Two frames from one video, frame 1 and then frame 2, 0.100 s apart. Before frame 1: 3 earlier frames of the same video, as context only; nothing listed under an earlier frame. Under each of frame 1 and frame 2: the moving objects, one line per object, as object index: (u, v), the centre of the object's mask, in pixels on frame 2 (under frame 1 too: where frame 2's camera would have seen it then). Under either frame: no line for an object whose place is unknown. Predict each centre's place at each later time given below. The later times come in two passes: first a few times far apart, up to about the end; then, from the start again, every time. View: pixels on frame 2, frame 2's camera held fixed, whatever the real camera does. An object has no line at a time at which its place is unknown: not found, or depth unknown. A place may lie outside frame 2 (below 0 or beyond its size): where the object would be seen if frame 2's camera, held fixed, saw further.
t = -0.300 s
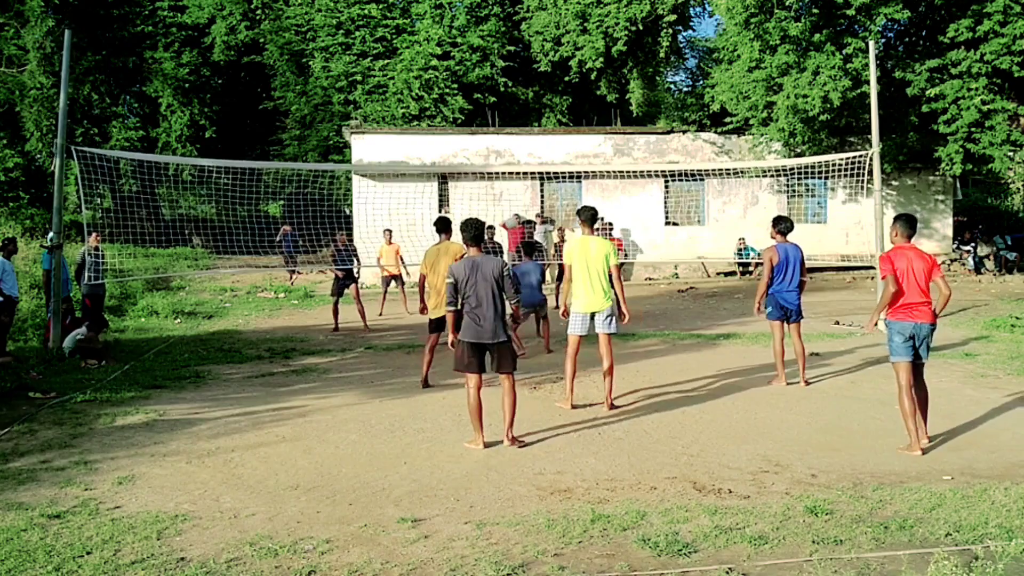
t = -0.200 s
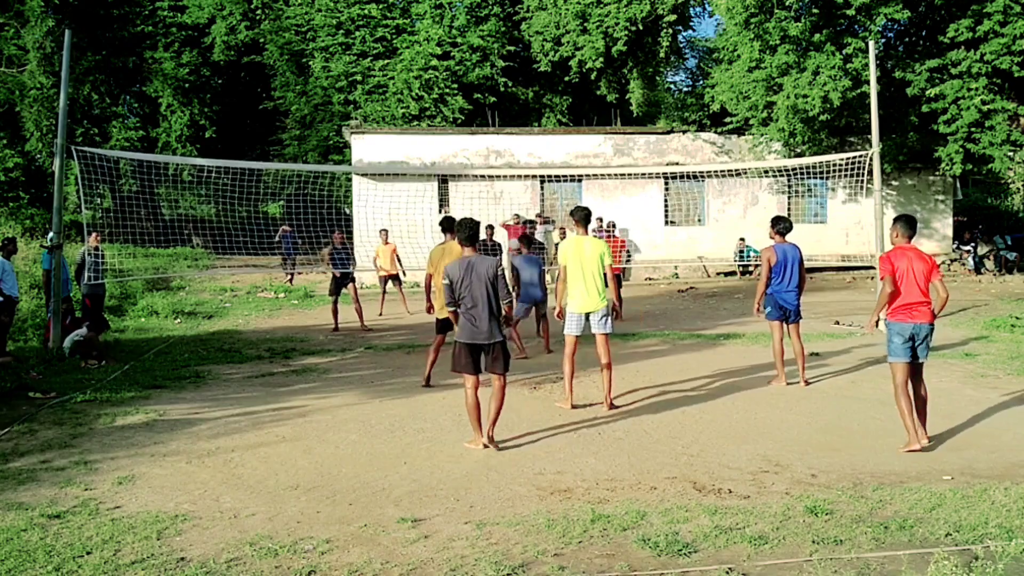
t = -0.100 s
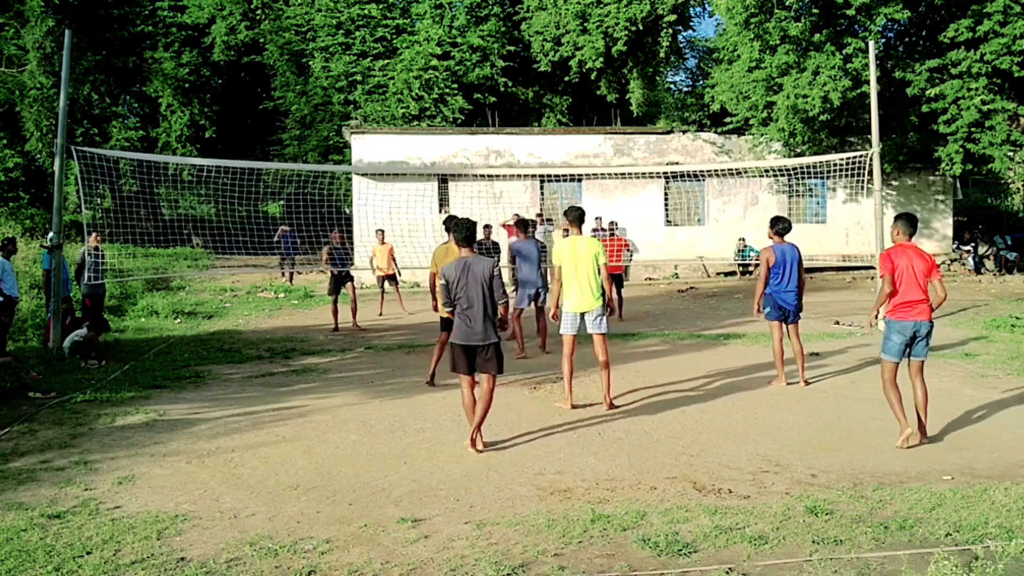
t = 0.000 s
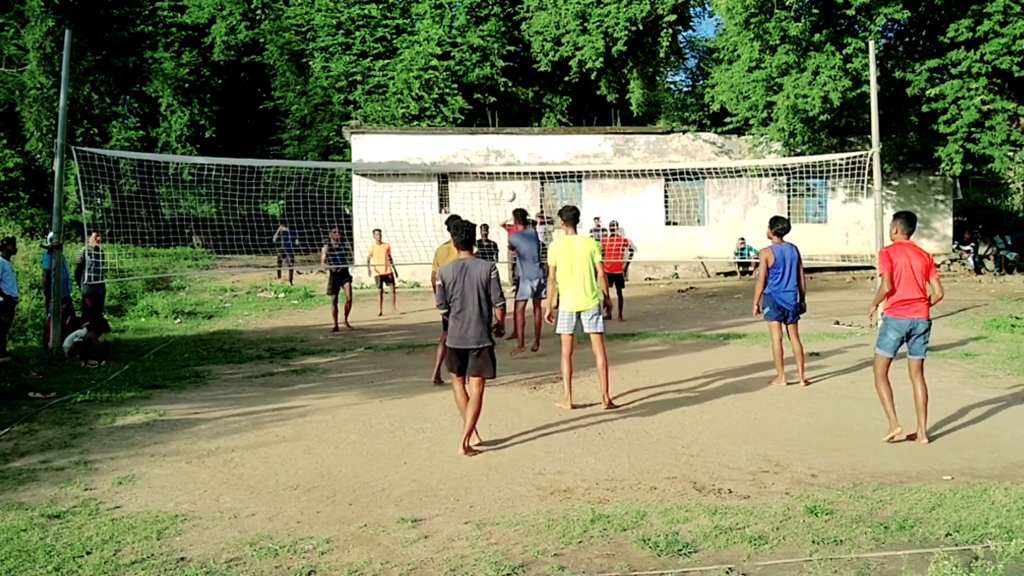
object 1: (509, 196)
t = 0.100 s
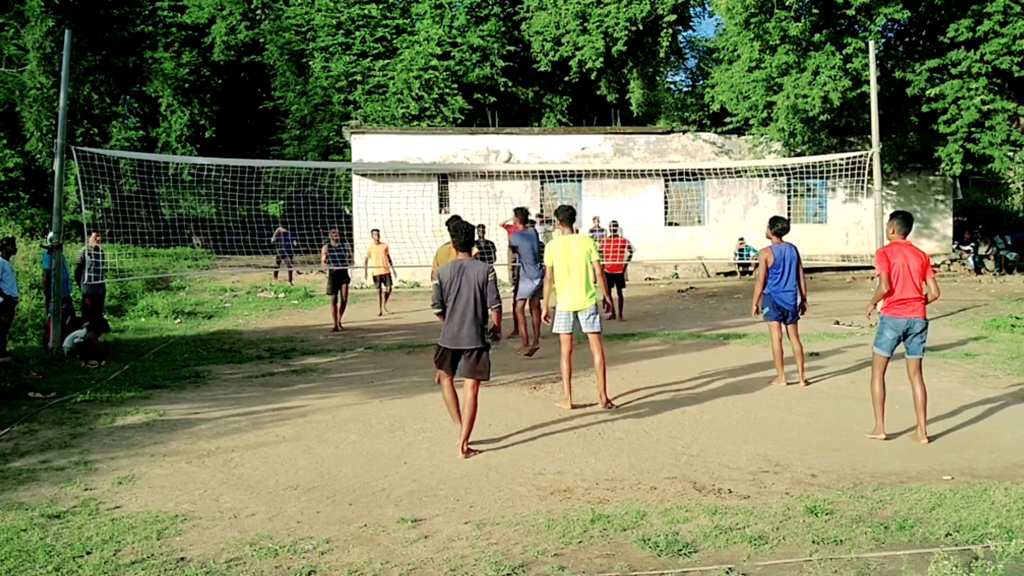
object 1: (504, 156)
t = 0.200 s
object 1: (500, 123)
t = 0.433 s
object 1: (490, 73)
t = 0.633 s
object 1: (482, 66)
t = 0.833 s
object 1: (474, 96)
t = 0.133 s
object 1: (504, 145)
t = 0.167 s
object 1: (502, 133)
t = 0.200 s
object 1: (500, 123)
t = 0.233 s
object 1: (499, 113)
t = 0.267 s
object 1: (498, 104)
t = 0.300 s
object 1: (496, 97)
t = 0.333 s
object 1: (495, 90)
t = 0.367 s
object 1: (493, 83)
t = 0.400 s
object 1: (492, 78)
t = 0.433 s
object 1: (490, 73)
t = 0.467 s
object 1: (489, 70)
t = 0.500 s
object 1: (488, 67)
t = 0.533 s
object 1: (486, 65)
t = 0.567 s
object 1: (485, 64)
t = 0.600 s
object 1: (483, 65)
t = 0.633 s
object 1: (482, 66)
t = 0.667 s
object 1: (480, 68)
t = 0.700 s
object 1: (479, 71)
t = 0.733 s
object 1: (478, 76)
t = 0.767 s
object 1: (476, 81)
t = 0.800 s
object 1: (475, 88)
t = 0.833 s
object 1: (474, 96)
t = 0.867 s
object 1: (472, 104)
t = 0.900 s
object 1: (471, 114)
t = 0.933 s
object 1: (469, 125)
